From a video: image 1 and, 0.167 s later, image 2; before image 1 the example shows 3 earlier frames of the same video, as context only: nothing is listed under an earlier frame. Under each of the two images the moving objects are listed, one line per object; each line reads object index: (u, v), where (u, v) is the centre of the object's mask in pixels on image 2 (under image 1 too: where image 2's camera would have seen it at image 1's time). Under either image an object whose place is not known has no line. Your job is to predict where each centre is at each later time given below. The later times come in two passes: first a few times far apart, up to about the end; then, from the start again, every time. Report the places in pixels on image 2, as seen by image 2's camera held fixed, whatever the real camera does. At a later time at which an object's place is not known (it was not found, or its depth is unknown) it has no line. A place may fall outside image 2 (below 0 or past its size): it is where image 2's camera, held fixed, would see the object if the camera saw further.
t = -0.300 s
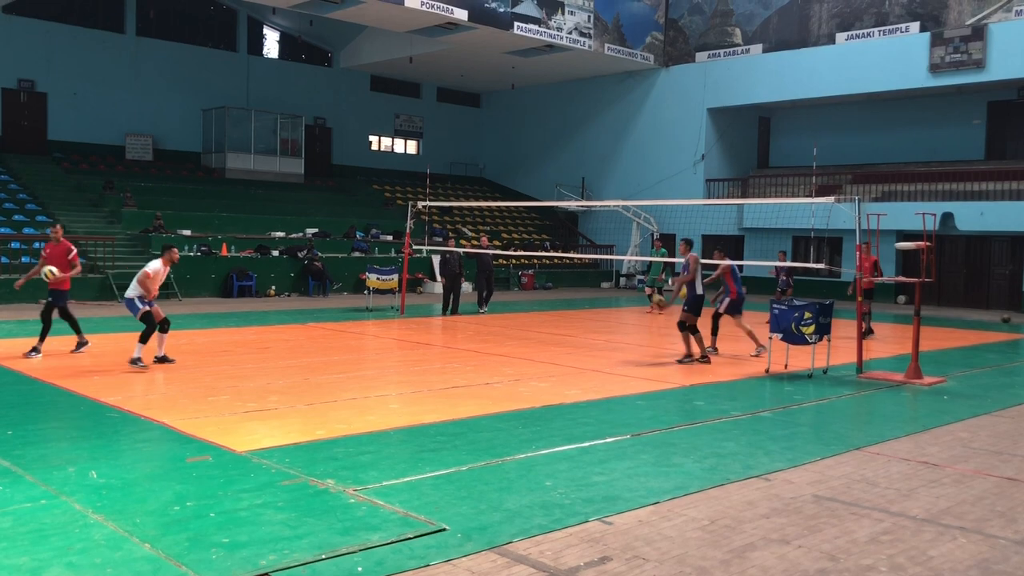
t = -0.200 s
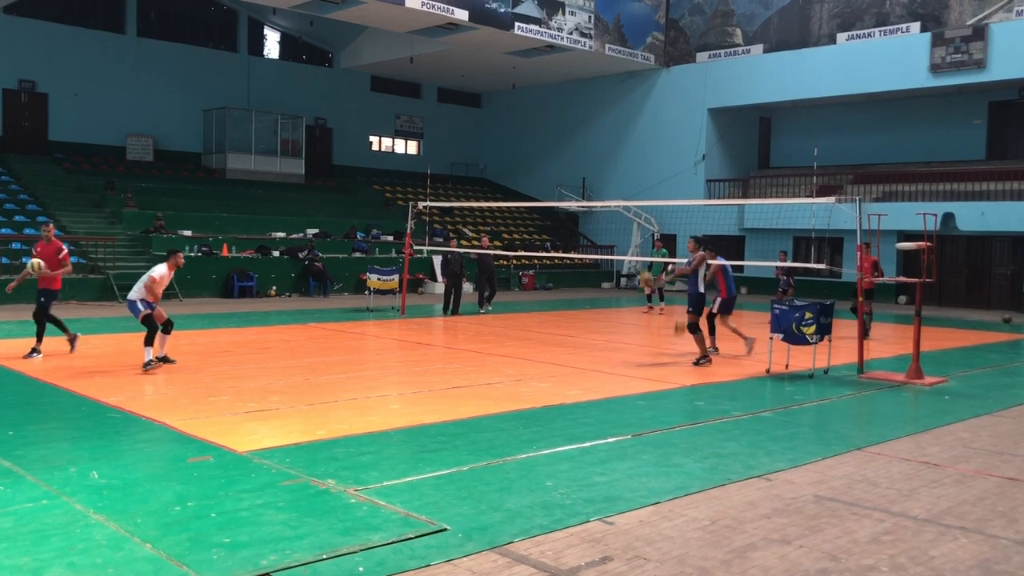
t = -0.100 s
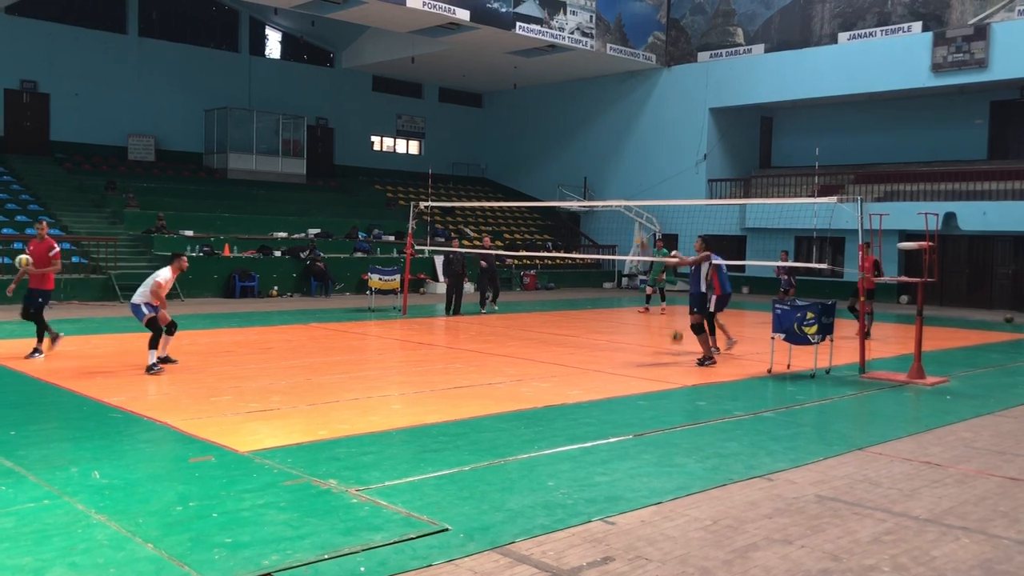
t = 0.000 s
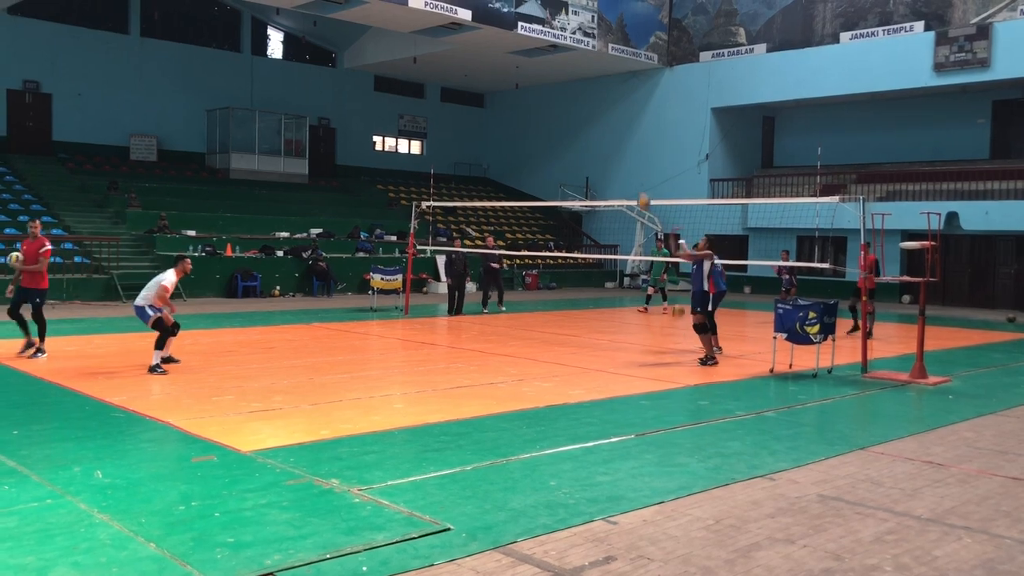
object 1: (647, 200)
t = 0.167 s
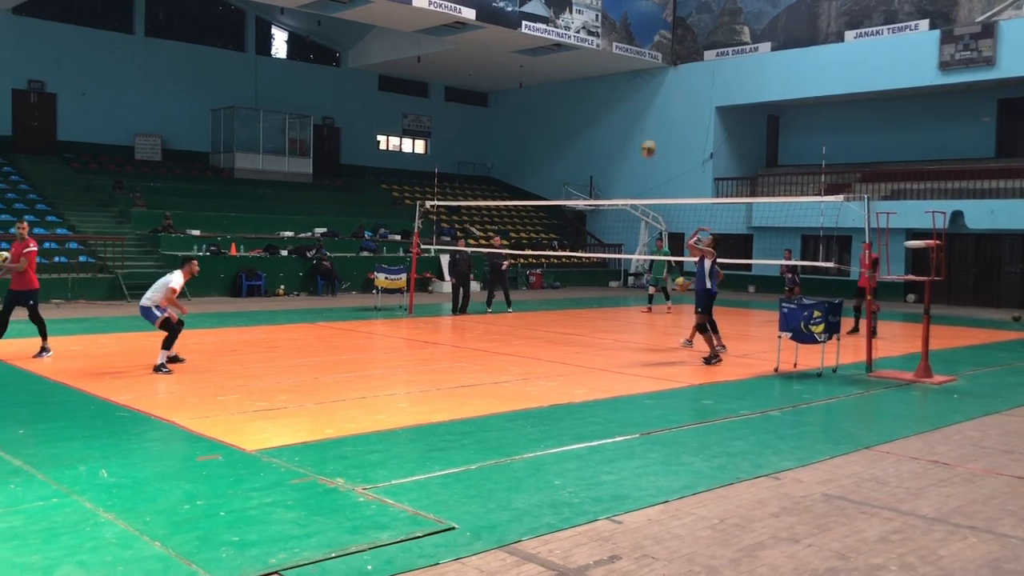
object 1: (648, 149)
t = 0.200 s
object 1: (648, 141)
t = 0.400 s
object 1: (647, 108)
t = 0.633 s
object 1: (645, 103)
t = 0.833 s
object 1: (642, 128)
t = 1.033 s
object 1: (639, 180)
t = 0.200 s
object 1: (648, 141)
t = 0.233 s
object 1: (648, 133)
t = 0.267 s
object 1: (648, 127)
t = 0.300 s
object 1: (648, 121)
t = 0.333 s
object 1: (648, 115)
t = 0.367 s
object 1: (648, 112)
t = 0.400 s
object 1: (647, 108)
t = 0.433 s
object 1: (647, 105)
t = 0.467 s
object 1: (647, 103)
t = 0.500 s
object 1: (646, 101)
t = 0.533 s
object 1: (646, 100)
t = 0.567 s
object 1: (646, 101)
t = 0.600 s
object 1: (646, 101)
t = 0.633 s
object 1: (645, 103)
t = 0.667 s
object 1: (645, 106)
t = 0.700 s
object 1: (644, 108)
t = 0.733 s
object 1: (644, 112)
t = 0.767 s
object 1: (643, 117)
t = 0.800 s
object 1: (643, 122)
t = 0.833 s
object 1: (642, 128)
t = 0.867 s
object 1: (642, 135)
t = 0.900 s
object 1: (641, 142)
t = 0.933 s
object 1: (640, 151)
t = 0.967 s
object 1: (640, 160)
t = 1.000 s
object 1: (639, 169)
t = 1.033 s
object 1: (639, 180)
